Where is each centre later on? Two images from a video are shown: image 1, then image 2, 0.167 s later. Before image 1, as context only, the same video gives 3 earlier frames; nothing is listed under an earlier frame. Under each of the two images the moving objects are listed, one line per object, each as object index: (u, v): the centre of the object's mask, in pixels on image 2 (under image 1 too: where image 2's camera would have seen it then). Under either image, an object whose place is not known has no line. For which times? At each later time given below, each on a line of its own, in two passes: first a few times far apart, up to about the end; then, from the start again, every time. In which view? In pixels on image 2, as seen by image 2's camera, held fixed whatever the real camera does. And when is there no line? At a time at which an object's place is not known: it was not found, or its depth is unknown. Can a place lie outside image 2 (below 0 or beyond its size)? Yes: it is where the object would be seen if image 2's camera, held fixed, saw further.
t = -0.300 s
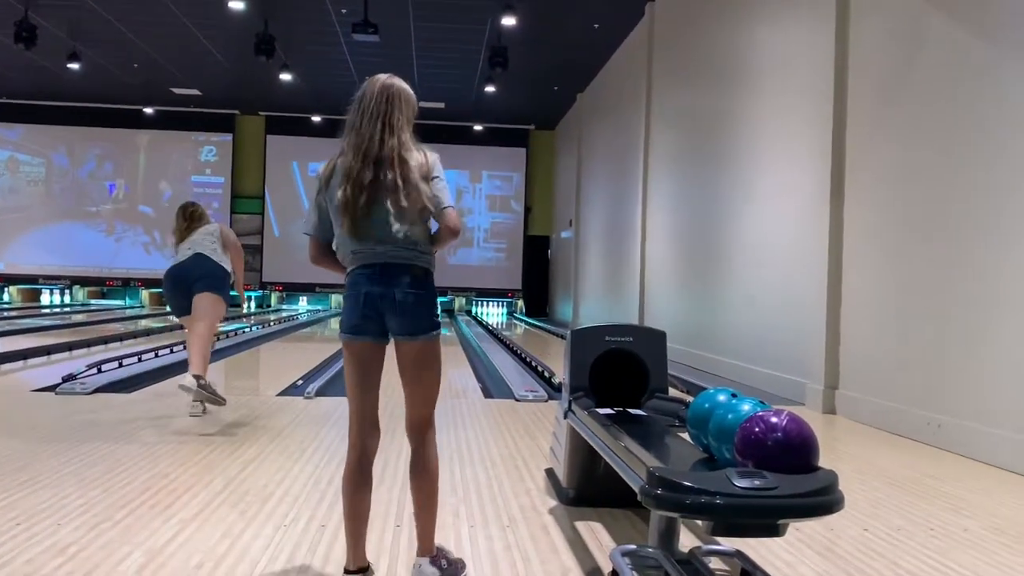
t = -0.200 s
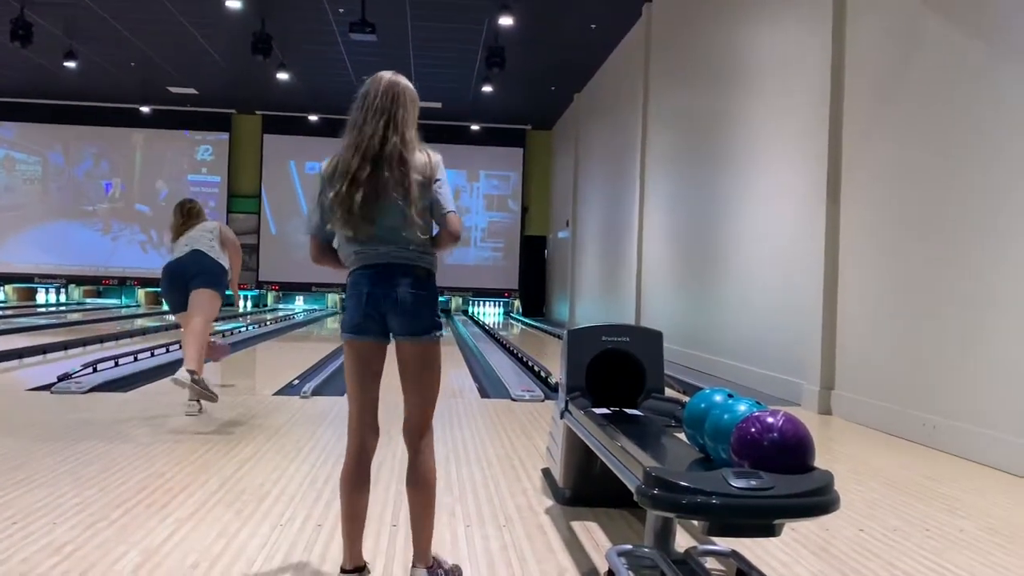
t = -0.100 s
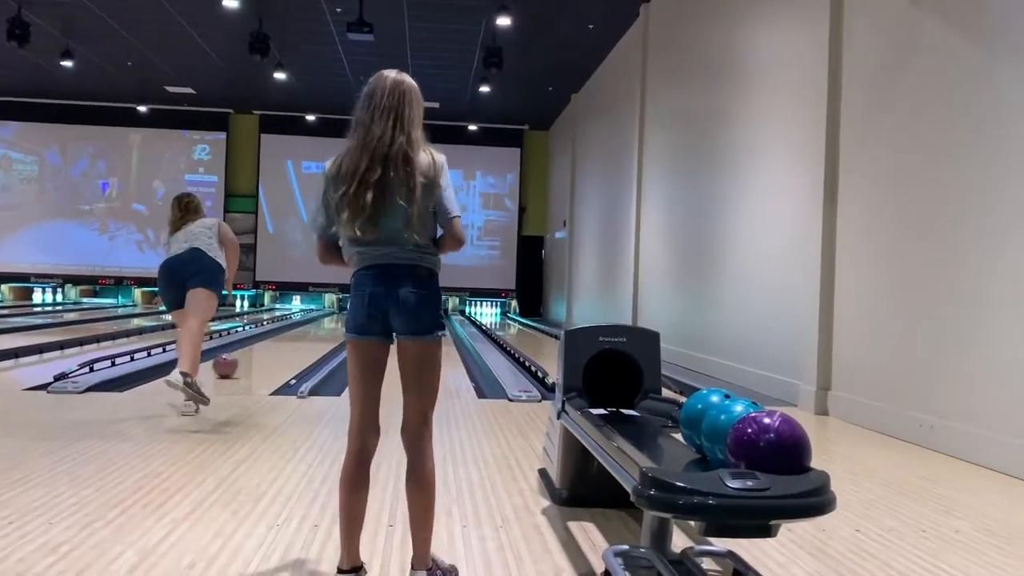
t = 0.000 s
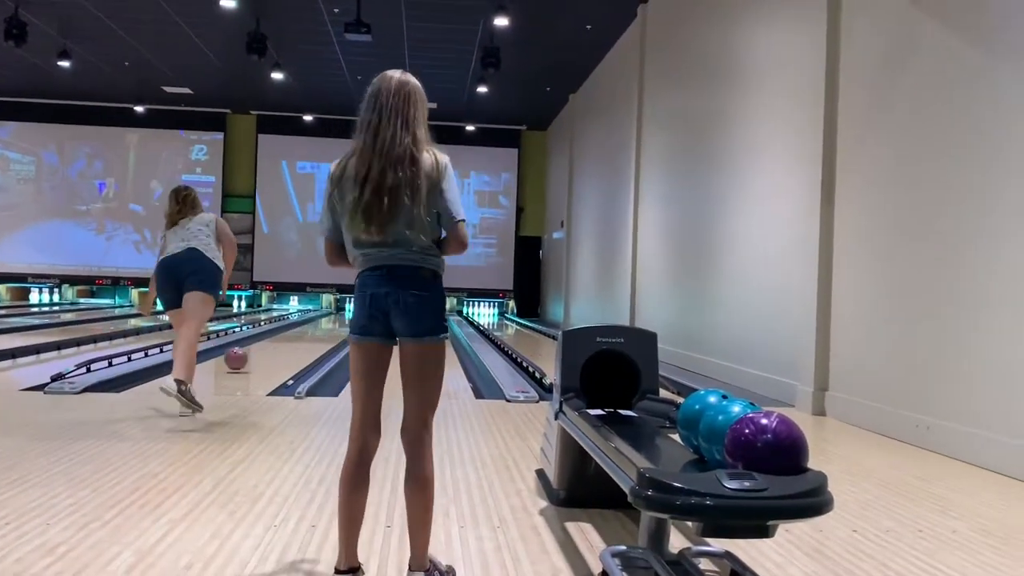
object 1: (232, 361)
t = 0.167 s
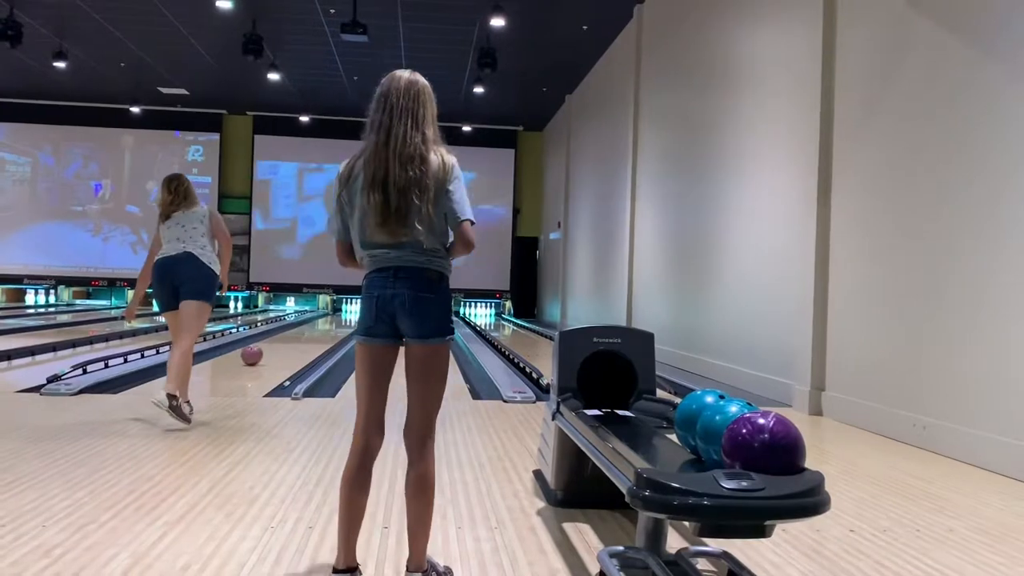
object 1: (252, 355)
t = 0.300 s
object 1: (265, 350)
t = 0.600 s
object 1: (288, 342)
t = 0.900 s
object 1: (306, 335)
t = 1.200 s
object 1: (319, 330)
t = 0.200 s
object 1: (255, 355)
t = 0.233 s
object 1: (259, 353)
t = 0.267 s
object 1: (262, 352)
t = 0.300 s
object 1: (265, 350)
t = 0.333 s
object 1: (268, 349)
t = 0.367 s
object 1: (270, 349)
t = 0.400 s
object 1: (273, 347)
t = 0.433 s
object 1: (276, 346)
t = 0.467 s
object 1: (279, 345)
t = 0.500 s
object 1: (281, 344)
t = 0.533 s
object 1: (283, 343)
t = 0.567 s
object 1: (286, 342)
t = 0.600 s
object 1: (288, 342)
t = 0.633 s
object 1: (290, 341)
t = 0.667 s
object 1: (292, 340)
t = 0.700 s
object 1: (294, 339)
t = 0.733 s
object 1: (296, 339)
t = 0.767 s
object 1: (298, 337)
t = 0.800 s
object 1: (300, 337)
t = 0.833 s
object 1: (302, 336)
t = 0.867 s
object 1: (304, 335)
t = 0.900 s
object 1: (306, 335)
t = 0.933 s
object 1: (307, 334)
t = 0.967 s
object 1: (308, 334)
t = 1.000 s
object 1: (310, 333)
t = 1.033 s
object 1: (312, 332)
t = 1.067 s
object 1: (313, 331)
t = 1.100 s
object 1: (315, 331)
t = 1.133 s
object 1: (317, 330)
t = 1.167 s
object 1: (318, 330)
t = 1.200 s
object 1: (319, 330)
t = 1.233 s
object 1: (321, 329)
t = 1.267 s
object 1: (322, 328)
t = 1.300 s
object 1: (323, 328)
